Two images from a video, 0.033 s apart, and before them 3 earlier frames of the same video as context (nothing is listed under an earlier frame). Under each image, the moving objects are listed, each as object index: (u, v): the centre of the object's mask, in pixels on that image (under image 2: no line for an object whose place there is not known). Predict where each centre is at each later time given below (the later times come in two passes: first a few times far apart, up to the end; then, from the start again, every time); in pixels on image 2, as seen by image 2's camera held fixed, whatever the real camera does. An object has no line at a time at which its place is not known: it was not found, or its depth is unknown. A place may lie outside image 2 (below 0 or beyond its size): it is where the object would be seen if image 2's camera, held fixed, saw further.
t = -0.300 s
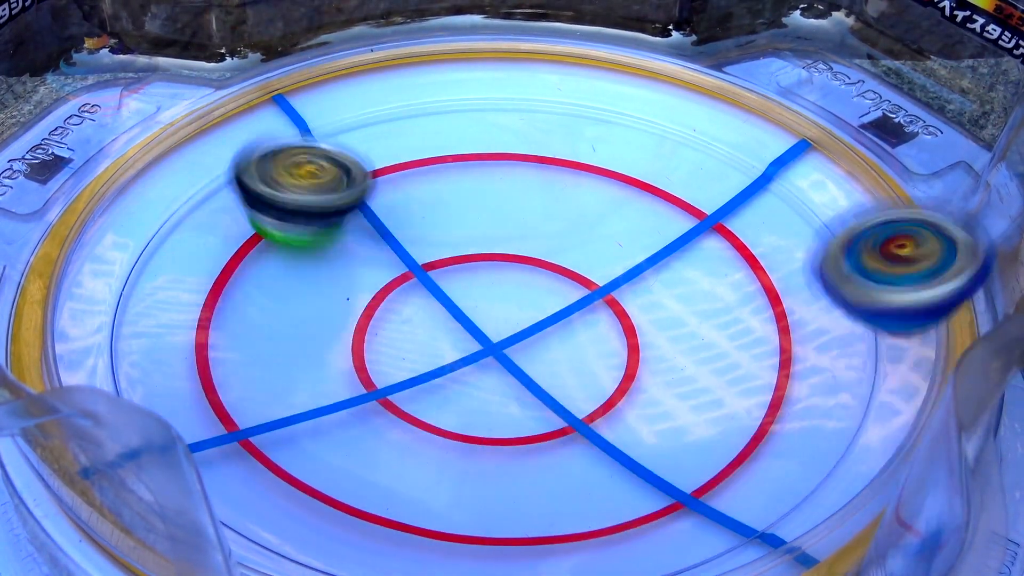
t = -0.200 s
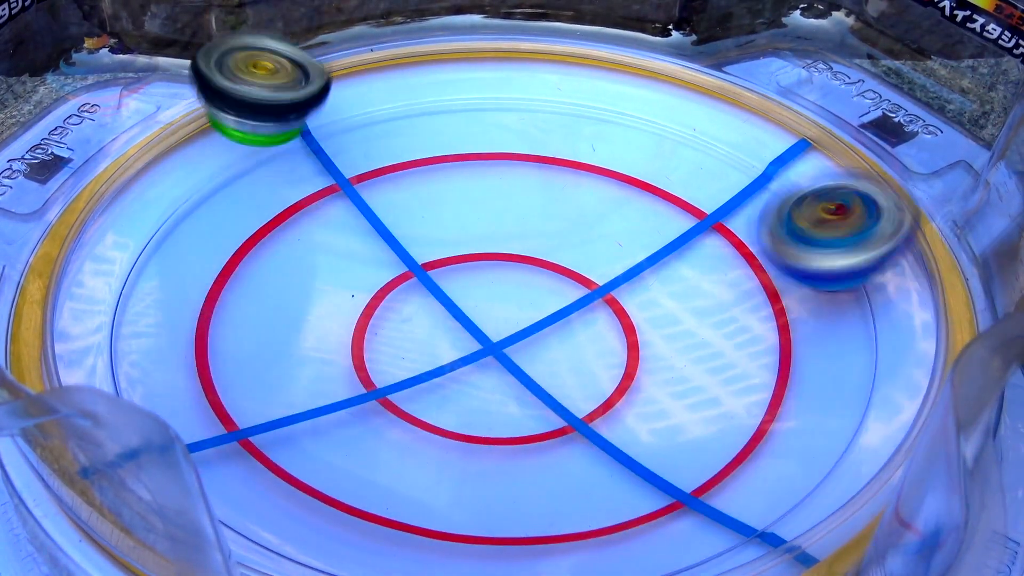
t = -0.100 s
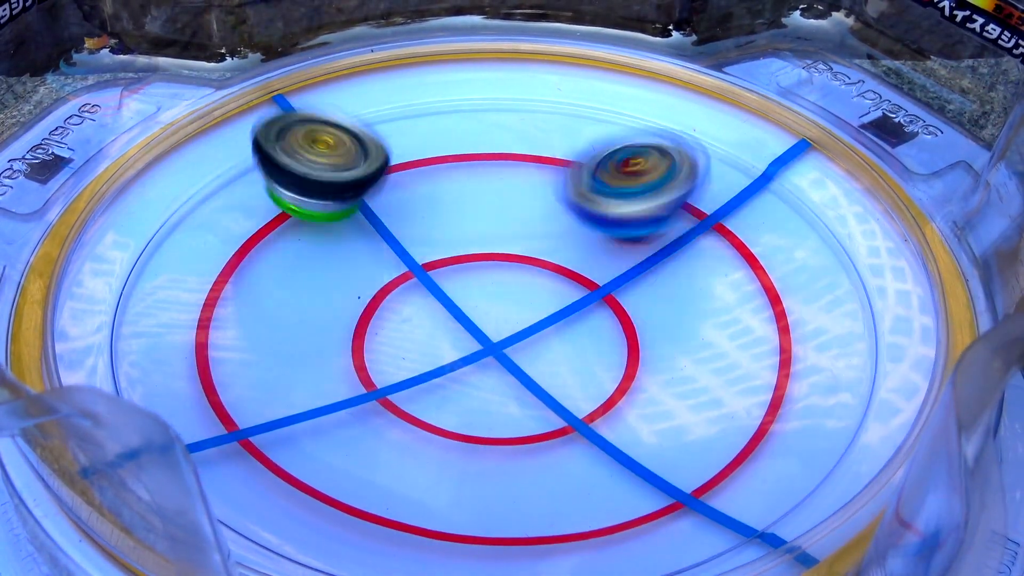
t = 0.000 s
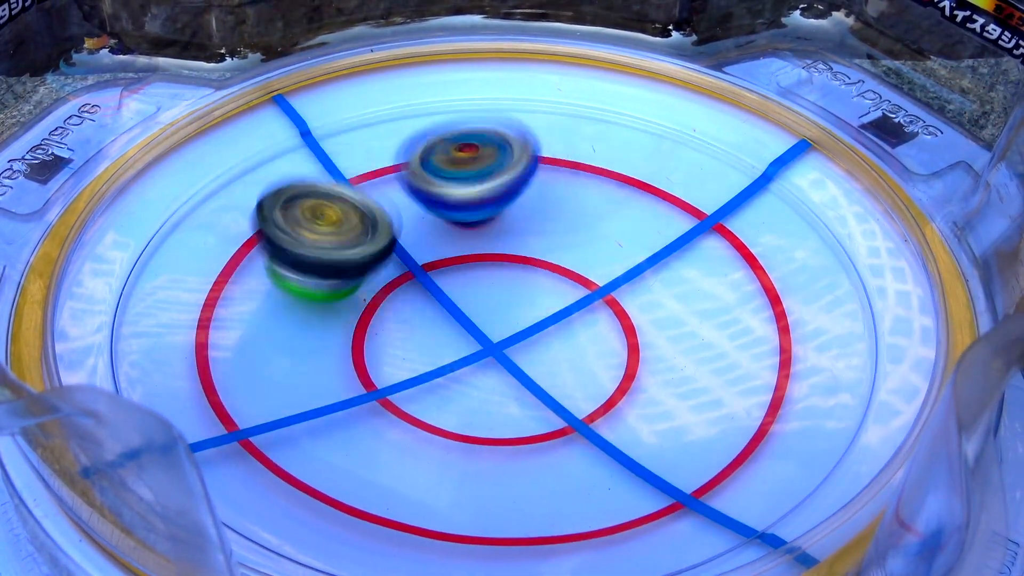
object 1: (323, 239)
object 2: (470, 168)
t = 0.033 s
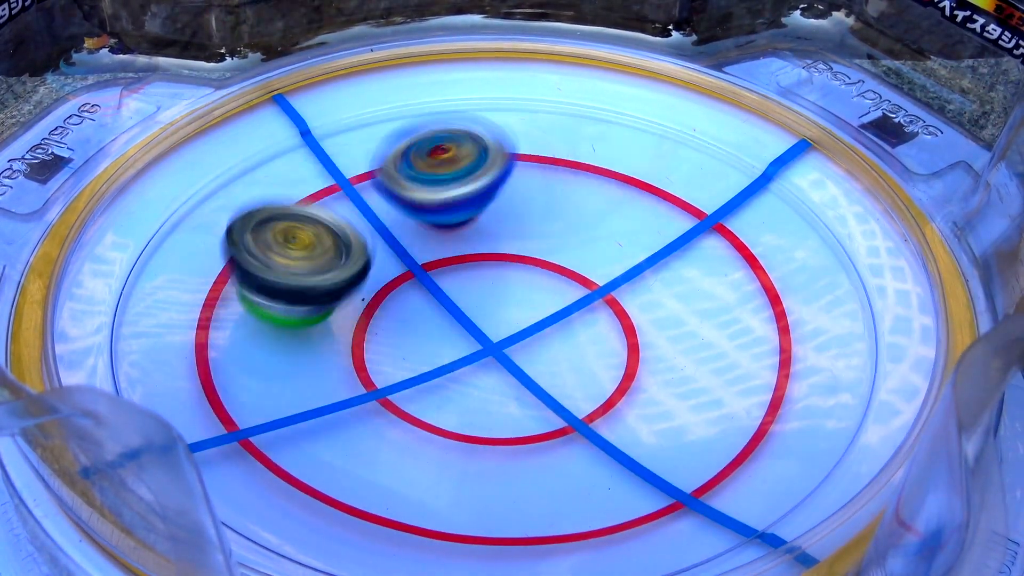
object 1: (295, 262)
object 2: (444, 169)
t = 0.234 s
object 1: (247, 383)
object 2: (349, 295)
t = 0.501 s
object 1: (536, 420)
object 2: (694, 358)
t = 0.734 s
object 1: (520, 307)
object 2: (729, 141)
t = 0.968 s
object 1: (347, 228)
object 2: (460, 144)
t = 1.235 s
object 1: (267, 320)
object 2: (491, 290)
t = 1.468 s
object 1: (502, 286)
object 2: (738, 281)
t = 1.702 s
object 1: (370, 165)
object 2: (808, 207)
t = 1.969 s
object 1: (216, 245)
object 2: (749, 247)
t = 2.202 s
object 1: (426, 292)
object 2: (606, 371)
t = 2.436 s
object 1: (532, 227)
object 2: (502, 424)
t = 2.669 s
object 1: (478, 205)
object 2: (400, 466)
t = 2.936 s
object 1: (519, 250)
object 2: (353, 385)
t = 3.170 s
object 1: (588, 274)
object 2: (355, 243)
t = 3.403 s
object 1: (591, 328)
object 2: (328, 163)
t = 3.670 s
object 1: (496, 350)
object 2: (353, 125)
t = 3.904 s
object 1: (486, 317)
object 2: (447, 189)
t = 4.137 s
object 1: (531, 419)
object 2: (567, 126)
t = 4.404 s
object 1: (524, 358)
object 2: (555, 150)
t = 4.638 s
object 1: (460, 361)
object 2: (634, 215)
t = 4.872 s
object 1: (470, 328)
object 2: (658, 219)
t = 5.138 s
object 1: (405, 288)
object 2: (683, 276)
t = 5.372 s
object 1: (432, 292)
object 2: (647, 316)
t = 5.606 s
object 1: (411, 251)
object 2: (583, 419)
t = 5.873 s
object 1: (464, 264)
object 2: (569, 455)
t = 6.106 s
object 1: (525, 258)
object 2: (501, 418)
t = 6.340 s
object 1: (573, 247)
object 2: (464, 442)
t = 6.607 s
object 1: (626, 274)
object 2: (454, 344)
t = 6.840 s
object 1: (640, 272)
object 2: (448, 242)
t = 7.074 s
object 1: (584, 309)
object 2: (494, 150)
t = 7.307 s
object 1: (510, 336)
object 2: (514, 167)
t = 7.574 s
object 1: (404, 366)
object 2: (578, 260)
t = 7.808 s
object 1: (372, 334)
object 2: (607, 343)
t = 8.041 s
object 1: (382, 274)
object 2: (575, 406)
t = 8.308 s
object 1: (421, 220)
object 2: (523, 365)
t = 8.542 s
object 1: (483, 196)
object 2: (519, 308)
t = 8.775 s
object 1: (544, 214)
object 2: (534, 348)
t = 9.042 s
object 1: (594, 248)
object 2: (480, 389)
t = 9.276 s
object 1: (562, 301)
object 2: (394, 373)
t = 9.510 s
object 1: (546, 328)
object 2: (370, 302)
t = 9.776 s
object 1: (522, 348)
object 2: (460, 245)
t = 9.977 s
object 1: (495, 379)
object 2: (556, 257)
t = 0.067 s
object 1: (272, 288)
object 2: (419, 183)
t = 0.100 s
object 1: (257, 307)
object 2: (390, 202)
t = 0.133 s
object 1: (249, 325)
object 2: (362, 230)
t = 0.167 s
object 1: (249, 340)
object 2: (341, 252)
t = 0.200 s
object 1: (242, 364)
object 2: (342, 272)
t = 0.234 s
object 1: (247, 383)
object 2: (349, 295)
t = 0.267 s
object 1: (261, 402)
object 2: (370, 323)
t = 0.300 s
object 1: (281, 419)
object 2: (408, 345)
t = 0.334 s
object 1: (311, 433)
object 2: (458, 370)
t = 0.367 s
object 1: (349, 441)
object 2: (506, 385)
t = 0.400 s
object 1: (392, 446)
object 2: (556, 390)
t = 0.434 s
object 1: (438, 442)
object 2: (613, 388)
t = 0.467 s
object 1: (488, 434)
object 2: (659, 375)
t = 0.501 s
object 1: (536, 420)
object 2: (694, 358)
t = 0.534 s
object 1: (552, 408)
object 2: (731, 328)
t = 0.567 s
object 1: (555, 393)
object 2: (768, 291)
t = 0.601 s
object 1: (555, 375)
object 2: (780, 253)
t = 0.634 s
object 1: (552, 357)
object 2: (781, 223)
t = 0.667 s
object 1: (546, 340)
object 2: (768, 193)
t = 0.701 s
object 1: (535, 322)
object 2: (752, 163)
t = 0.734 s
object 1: (520, 307)
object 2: (729, 141)
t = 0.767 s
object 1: (502, 293)
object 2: (700, 124)
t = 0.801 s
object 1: (480, 279)
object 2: (665, 117)
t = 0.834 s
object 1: (453, 264)
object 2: (625, 113)
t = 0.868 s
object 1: (427, 254)
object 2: (584, 114)
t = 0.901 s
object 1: (401, 245)
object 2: (541, 116)
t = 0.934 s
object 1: (374, 235)
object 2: (496, 129)
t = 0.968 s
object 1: (347, 228)
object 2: (460, 144)
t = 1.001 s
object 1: (299, 234)
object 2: (453, 150)
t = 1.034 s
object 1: (261, 245)
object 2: (442, 161)
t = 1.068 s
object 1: (238, 257)
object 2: (436, 177)
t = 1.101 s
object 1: (221, 273)
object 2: (432, 197)
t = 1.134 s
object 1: (216, 290)
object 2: (435, 222)
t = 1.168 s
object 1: (224, 305)
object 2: (442, 243)
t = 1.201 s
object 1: (239, 313)
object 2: (466, 268)
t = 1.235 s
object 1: (267, 320)
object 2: (491, 290)
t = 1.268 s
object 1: (302, 327)
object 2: (533, 315)
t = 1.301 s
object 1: (340, 327)
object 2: (569, 322)
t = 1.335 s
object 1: (378, 323)
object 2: (617, 330)
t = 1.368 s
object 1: (415, 318)
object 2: (656, 331)
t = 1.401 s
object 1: (450, 309)
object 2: (690, 321)
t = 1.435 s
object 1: (478, 299)
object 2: (720, 301)
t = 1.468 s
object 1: (502, 286)
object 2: (738, 281)
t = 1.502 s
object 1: (521, 272)
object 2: (745, 260)
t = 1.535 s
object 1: (533, 257)
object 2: (737, 240)
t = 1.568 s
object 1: (540, 243)
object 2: (723, 228)
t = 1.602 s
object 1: (542, 230)
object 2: (701, 209)
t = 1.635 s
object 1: (489, 203)
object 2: (737, 206)
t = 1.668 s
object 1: (425, 184)
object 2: (779, 207)
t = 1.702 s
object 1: (370, 165)
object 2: (808, 207)
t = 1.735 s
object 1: (316, 153)
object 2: (823, 210)
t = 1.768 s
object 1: (273, 144)
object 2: (825, 215)
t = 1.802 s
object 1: (240, 143)
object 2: (817, 217)
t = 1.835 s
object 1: (213, 151)
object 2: (801, 219)
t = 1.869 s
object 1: (201, 170)
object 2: (788, 219)
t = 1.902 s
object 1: (197, 196)
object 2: (775, 223)
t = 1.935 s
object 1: (205, 223)
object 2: (763, 234)
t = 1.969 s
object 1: (216, 245)
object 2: (749, 247)
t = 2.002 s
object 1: (233, 264)
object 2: (733, 262)
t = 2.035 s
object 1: (256, 281)
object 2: (716, 277)
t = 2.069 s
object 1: (281, 292)
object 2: (694, 298)
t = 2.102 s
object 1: (314, 299)
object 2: (673, 316)
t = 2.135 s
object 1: (353, 300)
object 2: (649, 338)
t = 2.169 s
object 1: (390, 298)
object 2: (628, 352)
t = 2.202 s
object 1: (426, 292)
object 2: (606, 371)
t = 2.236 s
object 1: (454, 284)
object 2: (585, 383)
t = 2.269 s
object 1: (477, 277)
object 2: (566, 394)
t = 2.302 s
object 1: (498, 268)
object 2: (556, 399)
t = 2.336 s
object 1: (514, 258)
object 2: (545, 406)
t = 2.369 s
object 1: (527, 246)
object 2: (532, 412)
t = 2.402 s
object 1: (532, 236)
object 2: (520, 415)
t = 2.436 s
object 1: (532, 227)
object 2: (502, 424)
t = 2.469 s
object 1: (527, 217)
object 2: (484, 436)
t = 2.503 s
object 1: (518, 208)
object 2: (471, 451)
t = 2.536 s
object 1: (509, 203)
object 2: (458, 459)
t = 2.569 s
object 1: (498, 201)
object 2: (443, 465)
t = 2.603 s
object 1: (490, 200)
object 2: (429, 463)
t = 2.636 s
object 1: (483, 202)
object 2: (415, 465)
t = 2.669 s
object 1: (478, 205)
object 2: (400, 466)
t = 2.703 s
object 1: (476, 209)
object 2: (390, 463)
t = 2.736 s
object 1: (476, 215)
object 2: (377, 461)
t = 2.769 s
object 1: (480, 220)
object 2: (370, 454)
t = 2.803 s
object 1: (482, 227)
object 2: (359, 440)
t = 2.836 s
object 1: (490, 233)
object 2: (355, 428)
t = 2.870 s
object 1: (498, 241)
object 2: (352, 414)
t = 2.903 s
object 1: (508, 243)
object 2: (351, 399)
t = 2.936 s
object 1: (519, 250)
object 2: (353, 385)
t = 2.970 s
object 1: (530, 254)
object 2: (353, 368)
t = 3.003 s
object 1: (542, 258)
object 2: (355, 350)
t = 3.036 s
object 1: (553, 260)
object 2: (357, 330)
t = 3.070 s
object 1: (565, 261)
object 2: (357, 309)
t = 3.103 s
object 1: (573, 266)
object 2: (354, 286)
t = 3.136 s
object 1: (583, 269)
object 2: (354, 261)
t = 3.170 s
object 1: (588, 274)
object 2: (355, 243)
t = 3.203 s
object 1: (594, 281)
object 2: (349, 223)
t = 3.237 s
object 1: (598, 288)
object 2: (344, 206)
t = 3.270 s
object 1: (600, 295)
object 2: (339, 193)
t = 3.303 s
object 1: (600, 303)
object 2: (336, 184)
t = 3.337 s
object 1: (599, 310)
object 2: (333, 176)
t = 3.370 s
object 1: (596, 319)
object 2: (330, 169)
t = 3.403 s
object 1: (591, 328)
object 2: (328, 163)
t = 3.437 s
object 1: (585, 337)
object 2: (326, 155)
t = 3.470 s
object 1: (575, 345)
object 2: (325, 147)
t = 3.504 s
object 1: (565, 353)
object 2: (327, 140)
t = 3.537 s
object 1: (552, 357)
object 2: (330, 133)
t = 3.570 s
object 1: (538, 360)
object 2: (335, 128)
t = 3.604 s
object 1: (523, 361)
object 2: (340, 125)
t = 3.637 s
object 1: (509, 357)
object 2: (346, 124)
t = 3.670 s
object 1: (496, 350)
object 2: (353, 125)
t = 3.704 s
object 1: (488, 341)
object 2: (363, 129)
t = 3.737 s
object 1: (485, 328)
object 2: (374, 133)
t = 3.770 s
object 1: (485, 319)
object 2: (382, 138)
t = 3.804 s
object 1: (486, 312)
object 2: (395, 148)
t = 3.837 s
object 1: (485, 311)
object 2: (411, 161)
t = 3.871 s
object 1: (486, 312)
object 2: (428, 174)
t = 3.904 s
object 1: (486, 317)
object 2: (447, 189)
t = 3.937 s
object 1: (492, 322)
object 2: (466, 204)
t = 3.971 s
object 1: (495, 353)
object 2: (489, 196)
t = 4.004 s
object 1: (499, 380)
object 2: (513, 179)
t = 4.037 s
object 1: (504, 400)
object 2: (532, 163)
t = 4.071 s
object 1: (515, 414)
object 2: (548, 149)
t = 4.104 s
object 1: (522, 419)
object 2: (560, 136)
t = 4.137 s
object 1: (531, 419)
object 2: (567, 126)
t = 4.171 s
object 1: (534, 416)
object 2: (572, 119)
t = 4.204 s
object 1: (535, 410)
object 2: (574, 113)
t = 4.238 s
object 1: (537, 402)
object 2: (573, 110)
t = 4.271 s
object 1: (535, 393)
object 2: (569, 109)
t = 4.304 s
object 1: (533, 384)
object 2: (566, 112)
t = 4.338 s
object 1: (529, 377)
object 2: (562, 119)
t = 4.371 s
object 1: (525, 367)
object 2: (558, 131)
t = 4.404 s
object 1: (524, 358)
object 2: (555, 150)
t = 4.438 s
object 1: (519, 349)
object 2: (553, 171)
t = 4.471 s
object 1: (514, 339)
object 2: (551, 193)
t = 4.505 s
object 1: (515, 332)
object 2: (554, 218)
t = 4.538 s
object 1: (496, 340)
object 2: (574, 223)
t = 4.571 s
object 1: (476, 352)
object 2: (597, 221)
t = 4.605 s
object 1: (465, 359)
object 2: (616, 218)
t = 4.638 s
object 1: (460, 361)
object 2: (634, 215)
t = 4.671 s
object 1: (455, 361)
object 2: (648, 212)
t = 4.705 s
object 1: (457, 360)
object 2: (658, 210)
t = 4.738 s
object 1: (458, 356)
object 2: (670, 208)
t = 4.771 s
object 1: (459, 350)
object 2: (670, 208)
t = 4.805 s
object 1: (465, 344)
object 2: (670, 209)
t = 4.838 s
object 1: (466, 337)
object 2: (665, 213)
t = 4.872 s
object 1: (470, 328)
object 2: (658, 219)
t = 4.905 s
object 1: (474, 319)
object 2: (647, 228)
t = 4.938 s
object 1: (476, 313)
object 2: (634, 242)
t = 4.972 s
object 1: (478, 305)
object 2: (622, 252)
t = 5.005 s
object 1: (455, 298)
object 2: (638, 258)
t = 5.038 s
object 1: (439, 295)
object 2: (651, 261)
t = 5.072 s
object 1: (420, 292)
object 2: (664, 268)
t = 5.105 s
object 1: (411, 290)
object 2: (674, 270)
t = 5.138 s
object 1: (405, 288)
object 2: (683, 276)
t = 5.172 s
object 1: (406, 288)
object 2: (687, 280)
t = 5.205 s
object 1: (405, 288)
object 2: (689, 285)
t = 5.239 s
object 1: (407, 289)
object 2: (684, 289)
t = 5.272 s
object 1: (411, 289)
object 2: (679, 296)
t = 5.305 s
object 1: (419, 292)
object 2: (671, 302)
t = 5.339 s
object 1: (425, 292)
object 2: (660, 311)
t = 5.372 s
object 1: (432, 292)
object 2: (647, 316)
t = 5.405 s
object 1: (439, 293)
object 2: (631, 327)
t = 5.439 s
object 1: (447, 295)
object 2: (611, 335)
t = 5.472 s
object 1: (448, 294)
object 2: (593, 349)
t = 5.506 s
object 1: (432, 278)
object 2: (594, 369)
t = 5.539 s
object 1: (419, 264)
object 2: (594, 388)
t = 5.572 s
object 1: (415, 256)
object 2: (587, 403)
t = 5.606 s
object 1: (411, 251)
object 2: (583, 419)
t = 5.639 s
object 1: (411, 245)
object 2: (583, 431)
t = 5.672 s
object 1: (412, 244)
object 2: (583, 443)
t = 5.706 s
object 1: (418, 244)
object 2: (580, 454)
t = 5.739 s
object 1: (426, 246)
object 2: (579, 460)
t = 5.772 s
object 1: (431, 249)
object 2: (578, 460)
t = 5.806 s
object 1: (441, 253)
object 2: (575, 461)
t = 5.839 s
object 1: (450, 258)
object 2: (569, 456)
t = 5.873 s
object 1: (464, 264)
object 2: (569, 455)
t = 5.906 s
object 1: (474, 271)
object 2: (563, 448)
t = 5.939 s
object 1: (483, 278)
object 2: (555, 437)
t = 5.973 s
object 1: (491, 286)
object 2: (549, 424)
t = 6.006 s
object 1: (499, 289)
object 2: (540, 410)
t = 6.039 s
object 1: (509, 290)
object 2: (529, 394)
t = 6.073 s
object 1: (515, 276)
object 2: (514, 405)
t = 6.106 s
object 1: (525, 258)
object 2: (501, 418)
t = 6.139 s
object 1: (537, 242)
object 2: (491, 428)
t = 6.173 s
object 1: (545, 235)
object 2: (484, 439)
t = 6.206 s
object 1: (548, 234)
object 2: (476, 444)
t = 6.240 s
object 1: (554, 237)
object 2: (473, 448)
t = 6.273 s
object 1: (562, 241)
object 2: (472, 448)
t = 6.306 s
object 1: (568, 245)
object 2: (468, 447)
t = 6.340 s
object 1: (573, 247)
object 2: (464, 442)
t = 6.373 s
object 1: (581, 250)
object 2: (465, 437)
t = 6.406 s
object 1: (586, 258)
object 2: (468, 429)
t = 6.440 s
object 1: (589, 261)
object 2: (471, 416)
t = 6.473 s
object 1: (592, 266)
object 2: (471, 403)
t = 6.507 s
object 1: (595, 275)
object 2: (475, 389)
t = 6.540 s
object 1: (594, 278)
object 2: (481, 368)
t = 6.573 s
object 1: (599, 281)
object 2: (478, 357)
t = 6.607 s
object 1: (626, 274)
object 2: (454, 344)
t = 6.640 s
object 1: (645, 267)
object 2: (436, 332)
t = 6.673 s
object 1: (651, 263)
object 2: (436, 321)
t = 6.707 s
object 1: (651, 262)
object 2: (436, 307)
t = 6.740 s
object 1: (651, 263)
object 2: (438, 290)
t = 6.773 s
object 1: (651, 266)
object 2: (441, 274)
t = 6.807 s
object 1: (647, 268)
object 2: (447, 258)
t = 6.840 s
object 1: (640, 272)
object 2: (448, 242)
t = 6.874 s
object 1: (634, 276)
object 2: (457, 229)
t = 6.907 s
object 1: (629, 280)
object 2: (462, 213)
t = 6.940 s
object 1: (621, 285)
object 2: (469, 200)
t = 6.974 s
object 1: (611, 293)
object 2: (477, 184)
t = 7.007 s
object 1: (599, 298)
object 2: (481, 172)
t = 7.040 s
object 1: (591, 304)
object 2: (491, 161)
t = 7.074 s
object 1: (584, 309)
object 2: (494, 150)
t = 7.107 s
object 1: (574, 314)
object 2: (501, 144)
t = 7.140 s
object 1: (563, 319)
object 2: (502, 139)
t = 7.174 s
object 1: (552, 323)
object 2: (504, 139)
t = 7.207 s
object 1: (544, 326)
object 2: (506, 142)
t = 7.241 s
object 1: (534, 330)
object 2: (507, 145)
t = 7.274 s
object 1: (523, 334)
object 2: (508, 155)
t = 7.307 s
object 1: (510, 336)
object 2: (514, 167)
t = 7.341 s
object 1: (497, 337)
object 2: (513, 177)
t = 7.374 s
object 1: (489, 338)
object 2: (521, 193)
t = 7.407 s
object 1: (480, 338)
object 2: (521, 208)
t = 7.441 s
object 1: (472, 338)
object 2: (527, 225)
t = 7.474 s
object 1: (449, 348)
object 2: (540, 231)
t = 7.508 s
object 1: (428, 357)
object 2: (557, 239)
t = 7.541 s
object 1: (413, 363)
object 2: (564, 249)
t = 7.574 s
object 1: (404, 366)
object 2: (578, 260)
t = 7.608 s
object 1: (398, 364)
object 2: (584, 269)
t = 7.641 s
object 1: (392, 362)
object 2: (594, 282)
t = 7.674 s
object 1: (386, 358)
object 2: (599, 295)
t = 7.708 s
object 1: (380, 354)
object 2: (603, 305)
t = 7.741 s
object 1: (376, 348)
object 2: (606, 321)
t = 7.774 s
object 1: (373, 341)
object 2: (608, 330)
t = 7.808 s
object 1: (372, 334)
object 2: (607, 343)
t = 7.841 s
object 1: (372, 325)
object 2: (610, 353)
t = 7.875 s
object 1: (373, 316)
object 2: (602, 366)
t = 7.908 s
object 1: (374, 308)
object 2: (598, 377)
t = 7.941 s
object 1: (376, 300)
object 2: (595, 385)
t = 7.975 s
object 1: (378, 292)
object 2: (584, 392)
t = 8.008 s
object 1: (380, 282)
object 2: (580, 400)
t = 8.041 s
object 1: (382, 274)
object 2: (575, 406)
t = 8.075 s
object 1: (384, 266)
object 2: (570, 405)
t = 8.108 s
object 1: (387, 258)
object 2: (561, 403)
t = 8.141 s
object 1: (391, 250)
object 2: (560, 405)
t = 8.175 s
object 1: (396, 242)
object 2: (549, 397)
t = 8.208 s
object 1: (401, 236)
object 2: (546, 394)
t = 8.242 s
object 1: (407, 230)
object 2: (542, 388)
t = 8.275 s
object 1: (413, 224)
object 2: (530, 375)
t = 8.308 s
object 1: (421, 220)
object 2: (523, 365)
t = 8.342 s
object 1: (430, 217)
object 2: (521, 353)
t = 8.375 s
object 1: (440, 215)
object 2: (516, 341)
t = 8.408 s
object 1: (449, 214)
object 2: (513, 325)
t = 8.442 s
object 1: (457, 211)
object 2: (514, 315)
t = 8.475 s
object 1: (463, 205)
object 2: (512, 306)
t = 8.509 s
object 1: (473, 200)
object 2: (514, 302)
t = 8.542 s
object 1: (483, 196)
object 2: (519, 308)
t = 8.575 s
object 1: (491, 193)
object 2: (521, 313)
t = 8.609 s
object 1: (499, 193)
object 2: (528, 321)
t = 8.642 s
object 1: (509, 195)
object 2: (526, 328)
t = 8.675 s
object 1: (518, 199)
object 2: (532, 335)
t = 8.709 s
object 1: (528, 202)
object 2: (533, 336)
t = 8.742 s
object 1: (536, 207)
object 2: (533, 342)
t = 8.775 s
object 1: (544, 214)
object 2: (534, 348)
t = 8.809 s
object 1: (551, 221)
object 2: (533, 351)
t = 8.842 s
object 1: (558, 229)
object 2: (536, 352)
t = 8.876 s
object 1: (565, 236)
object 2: (531, 352)
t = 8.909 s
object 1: (569, 246)
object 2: (532, 354)
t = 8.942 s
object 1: (577, 251)
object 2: (524, 359)
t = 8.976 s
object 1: (588, 247)
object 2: (503, 377)
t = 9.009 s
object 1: (592, 245)
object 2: (493, 383)
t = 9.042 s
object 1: (594, 248)
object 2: (480, 389)
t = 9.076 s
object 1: (593, 254)
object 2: (466, 393)
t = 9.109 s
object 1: (592, 261)
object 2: (454, 395)
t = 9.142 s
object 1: (589, 266)
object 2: (438, 392)
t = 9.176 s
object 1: (584, 274)
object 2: (424, 390)
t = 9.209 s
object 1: (577, 283)
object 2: (412, 384)
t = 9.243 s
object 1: (570, 292)
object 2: (397, 377)
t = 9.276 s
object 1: (562, 301)
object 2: (394, 373)
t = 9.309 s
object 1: (552, 309)
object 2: (387, 362)
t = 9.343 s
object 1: (544, 316)
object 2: (384, 352)
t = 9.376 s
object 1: (546, 321)
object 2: (376, 341)
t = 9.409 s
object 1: (555, 322)
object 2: (364, 331)
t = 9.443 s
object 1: (556, 323)
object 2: (359, 322)
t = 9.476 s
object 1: (553, 325)
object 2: (364, 313)
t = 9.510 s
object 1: (546, 328)
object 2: (370, 302)
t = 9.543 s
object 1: (538, 330)
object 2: (377, 295)
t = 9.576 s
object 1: (530, 333)
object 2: (385, 282)
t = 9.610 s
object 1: (535, 340)
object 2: (390, 272)
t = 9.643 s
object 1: (540, 344)
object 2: (397, 257)
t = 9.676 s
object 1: (540, 345)
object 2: (411, 251)
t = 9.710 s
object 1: (535, 346)
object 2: (426, 249)
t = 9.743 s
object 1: (527, 346)
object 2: (443, 246)
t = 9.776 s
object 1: (522, 348)
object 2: (460, 245)
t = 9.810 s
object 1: (519, 351)
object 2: (474, 245)
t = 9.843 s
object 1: (512, 358)
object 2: (495, 241)
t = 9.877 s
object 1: (507, 367)
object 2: (514, 236)
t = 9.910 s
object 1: (499, 372)
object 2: (532, 236)
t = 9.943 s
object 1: (497, 376)
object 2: (549, 244)
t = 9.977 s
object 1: (495, 379)
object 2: (556, 257)
